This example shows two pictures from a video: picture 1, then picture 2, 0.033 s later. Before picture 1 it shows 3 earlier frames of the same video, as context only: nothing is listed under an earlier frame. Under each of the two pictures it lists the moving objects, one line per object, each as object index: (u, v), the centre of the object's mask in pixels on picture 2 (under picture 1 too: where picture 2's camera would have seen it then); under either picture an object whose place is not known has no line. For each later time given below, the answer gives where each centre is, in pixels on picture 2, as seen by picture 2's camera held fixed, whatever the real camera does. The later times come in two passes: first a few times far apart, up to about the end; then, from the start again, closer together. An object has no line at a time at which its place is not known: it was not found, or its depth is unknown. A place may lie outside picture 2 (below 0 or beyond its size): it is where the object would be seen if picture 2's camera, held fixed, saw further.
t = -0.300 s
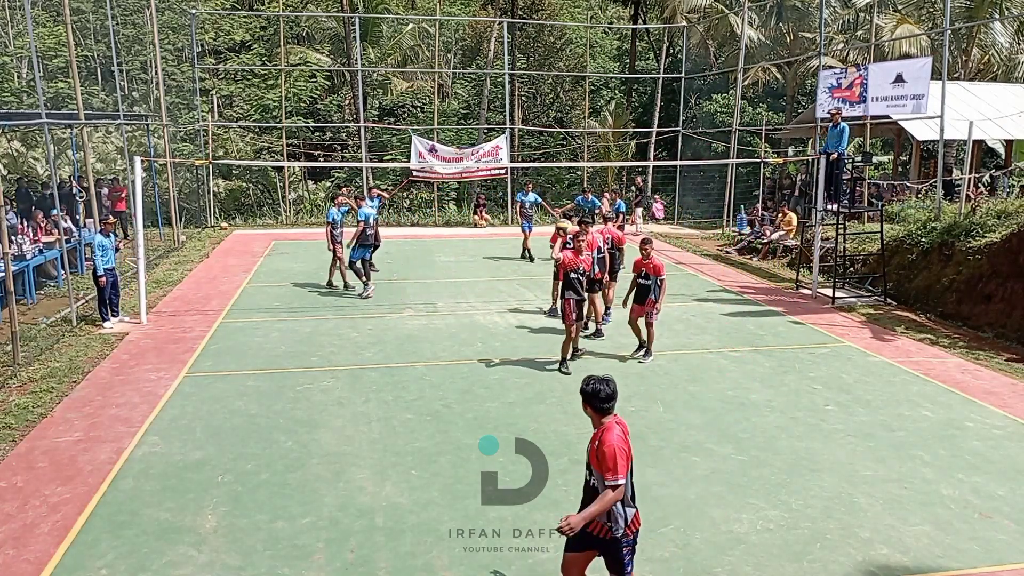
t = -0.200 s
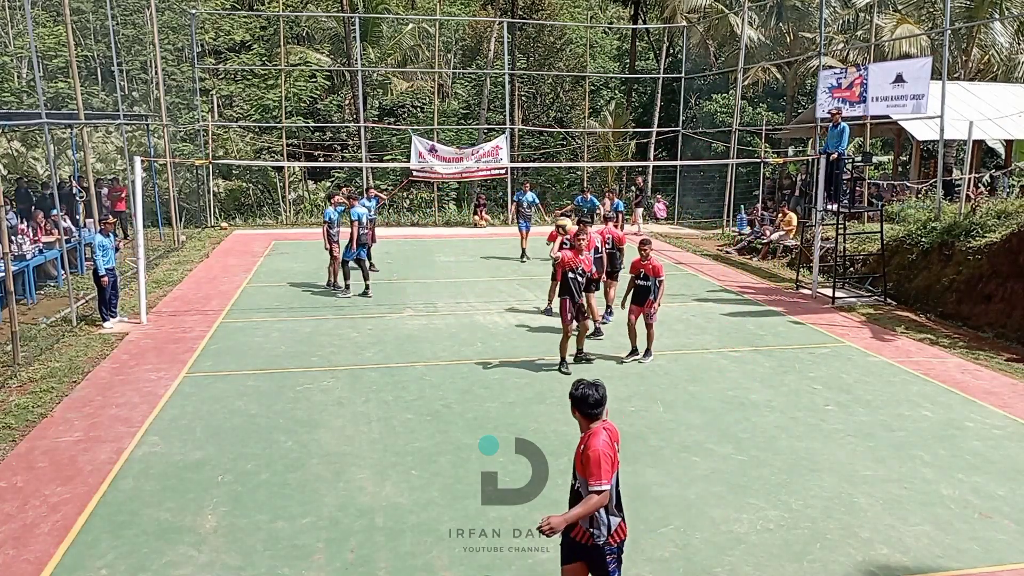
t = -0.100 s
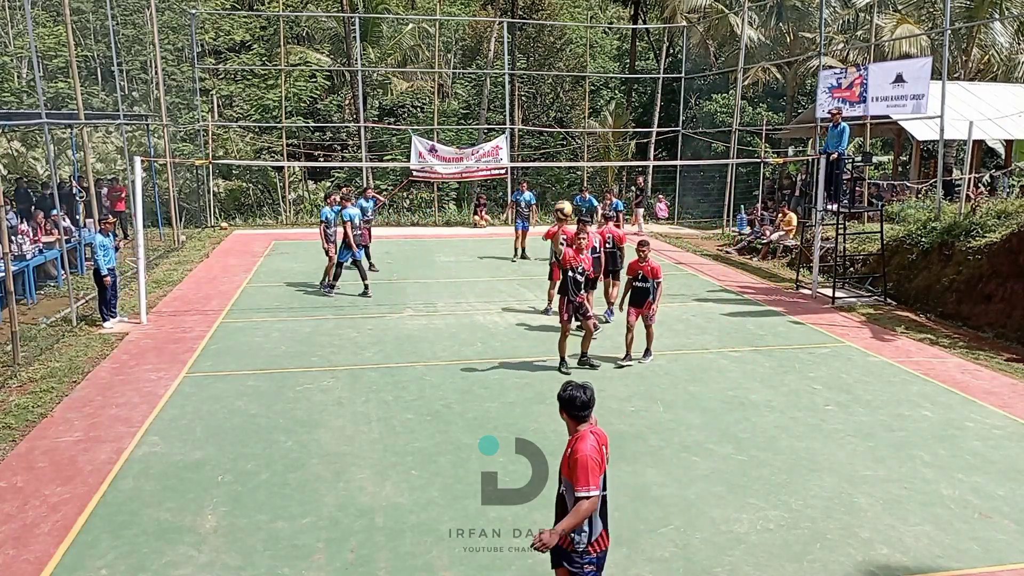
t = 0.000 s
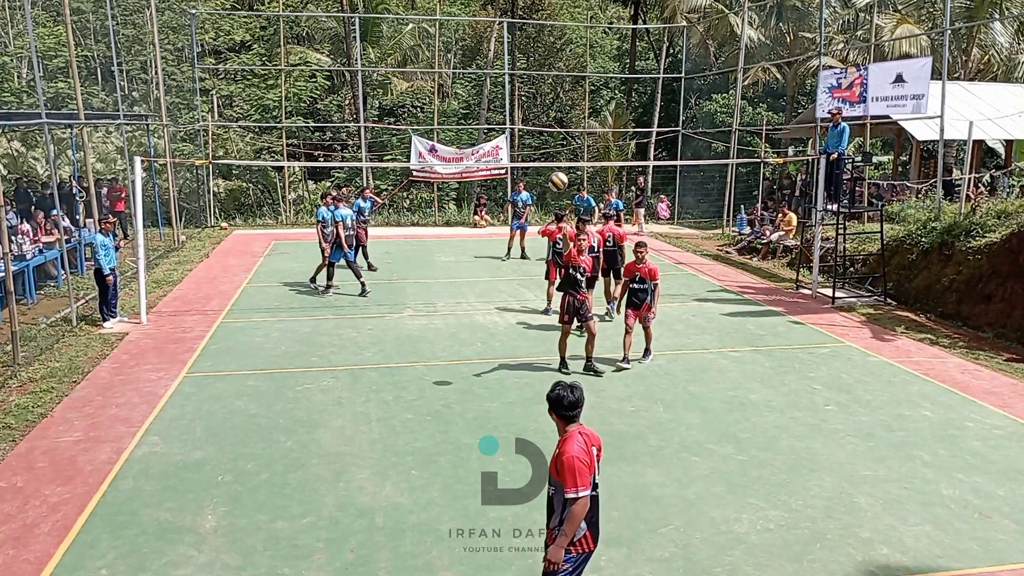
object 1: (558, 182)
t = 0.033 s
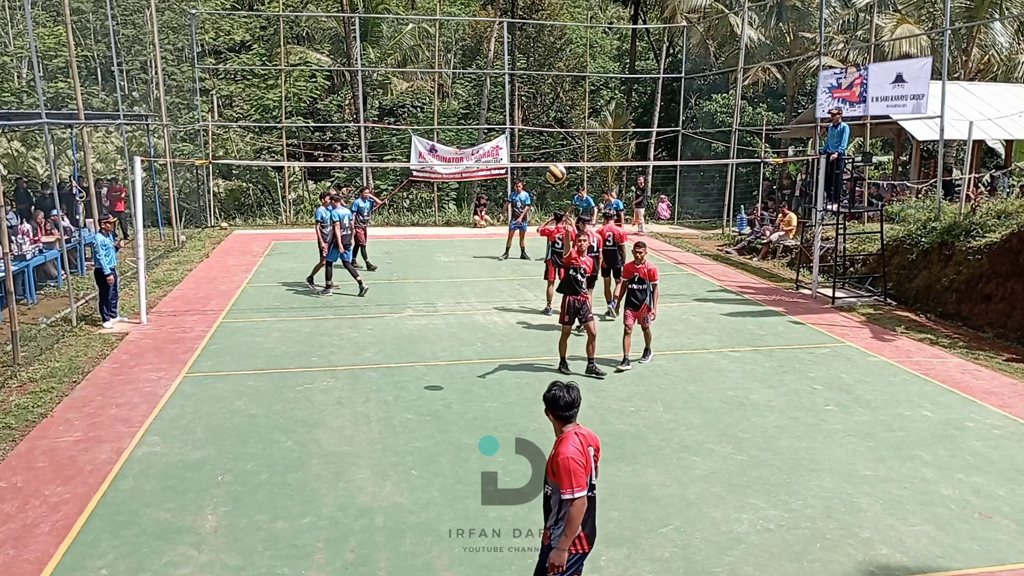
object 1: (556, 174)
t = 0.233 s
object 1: (541, 140)
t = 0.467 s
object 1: (516, 150)
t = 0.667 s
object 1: (486, 223)
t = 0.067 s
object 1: (554, 166)
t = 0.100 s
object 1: (552, 159)
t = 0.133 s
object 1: (549, 153)
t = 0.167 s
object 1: (547, 149)
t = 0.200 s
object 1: (544, 144)
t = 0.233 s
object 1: (541, 140)
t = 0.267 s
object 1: (538, 138)
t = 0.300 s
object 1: (535, 136)
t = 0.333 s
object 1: (531, 136)
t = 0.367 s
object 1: (528, 137)
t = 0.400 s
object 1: (524, 140)
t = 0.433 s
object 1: (520, 144)
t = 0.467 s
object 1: (516, 150)
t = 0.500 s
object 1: (512, 157)
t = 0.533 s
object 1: (508, 167)
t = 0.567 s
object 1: (503, 178)
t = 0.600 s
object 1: (497, 191)
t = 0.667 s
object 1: (486, 223)
